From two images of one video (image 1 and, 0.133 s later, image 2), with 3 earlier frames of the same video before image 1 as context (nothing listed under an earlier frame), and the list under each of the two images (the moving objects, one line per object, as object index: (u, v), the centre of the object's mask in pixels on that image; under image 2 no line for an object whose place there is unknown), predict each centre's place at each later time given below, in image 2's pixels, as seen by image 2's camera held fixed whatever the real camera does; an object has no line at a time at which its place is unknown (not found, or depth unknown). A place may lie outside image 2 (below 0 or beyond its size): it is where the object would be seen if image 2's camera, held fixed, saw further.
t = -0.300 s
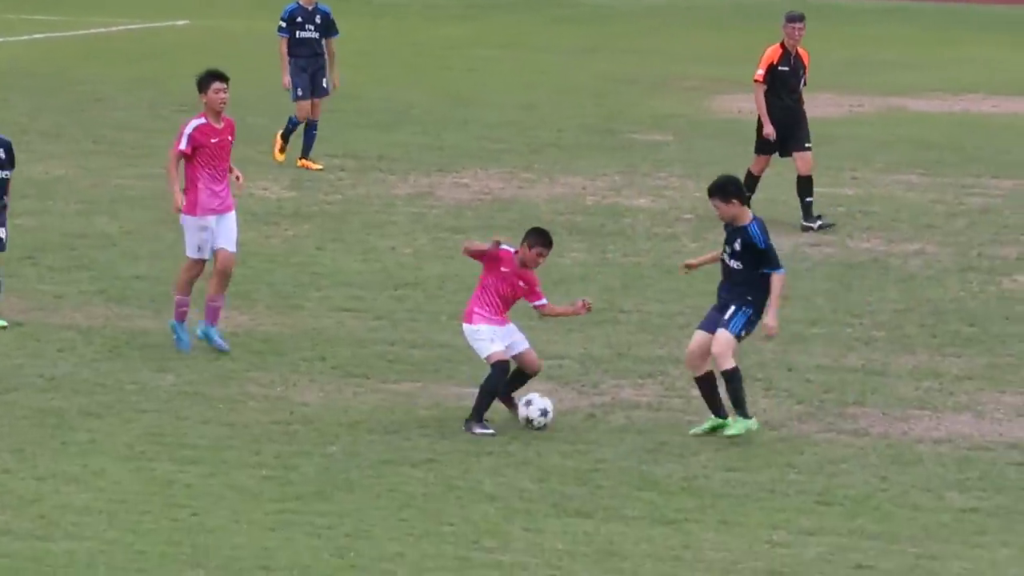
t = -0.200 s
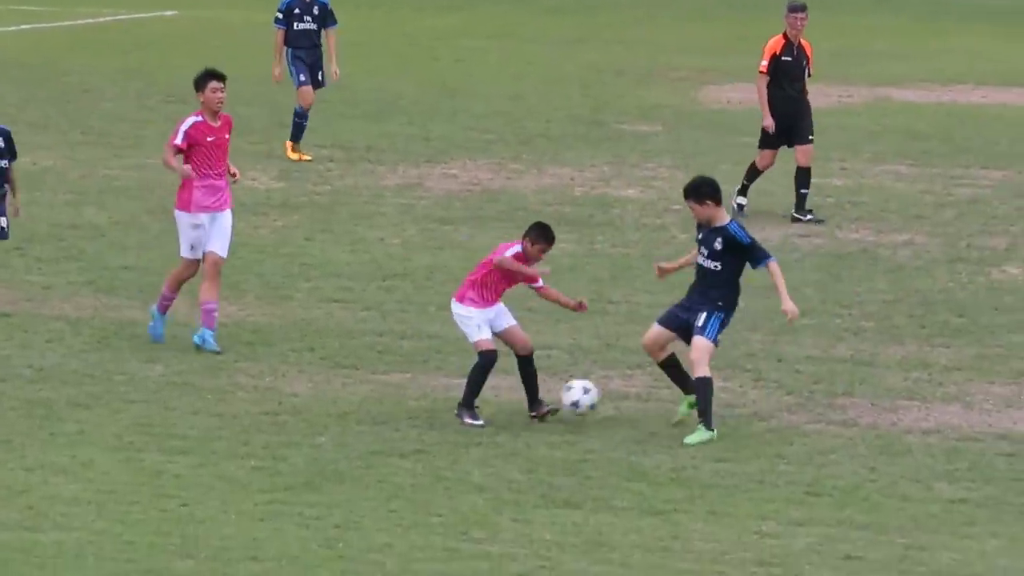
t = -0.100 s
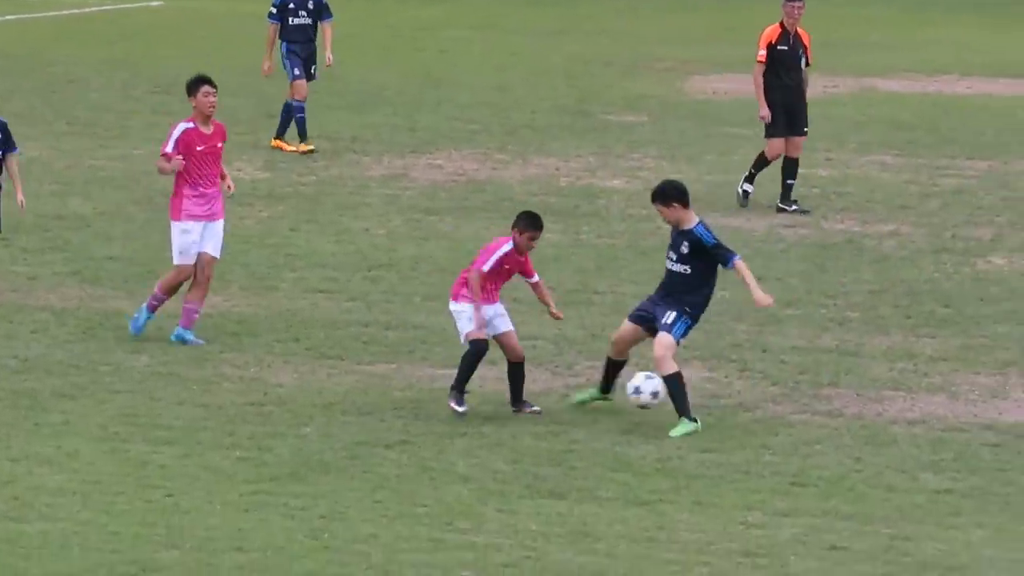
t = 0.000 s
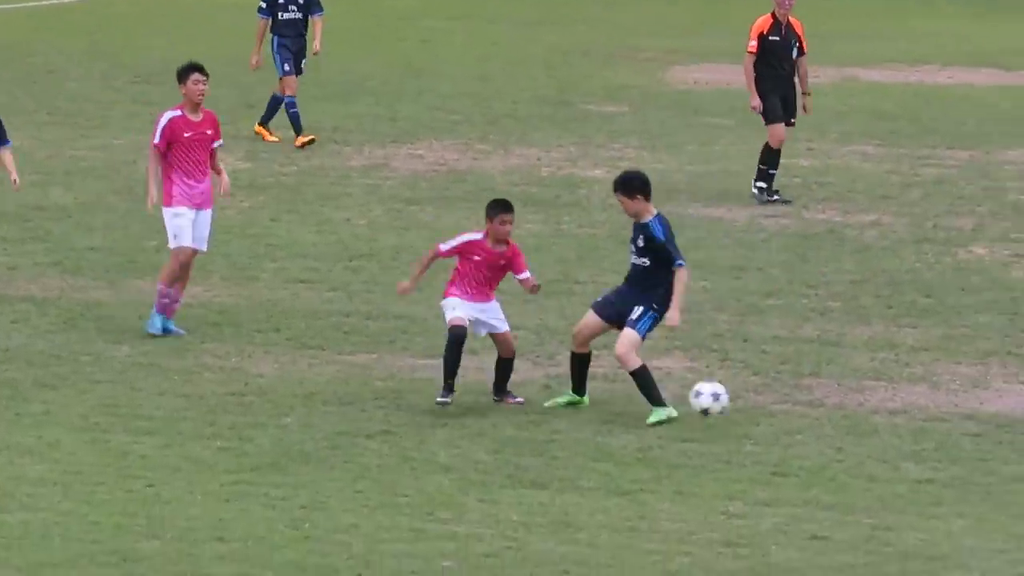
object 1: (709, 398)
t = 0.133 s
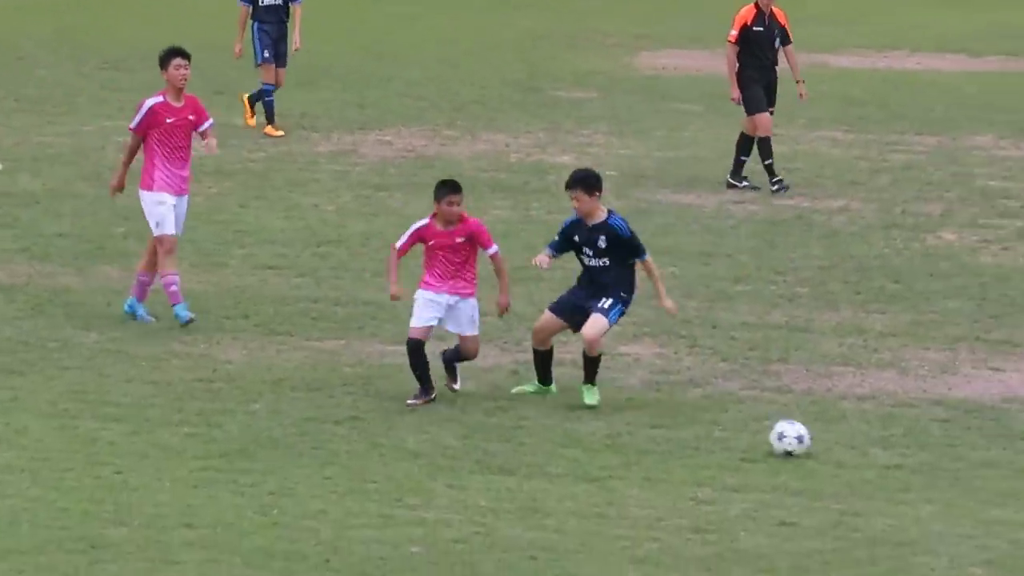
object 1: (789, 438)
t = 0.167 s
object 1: (814, 440)
